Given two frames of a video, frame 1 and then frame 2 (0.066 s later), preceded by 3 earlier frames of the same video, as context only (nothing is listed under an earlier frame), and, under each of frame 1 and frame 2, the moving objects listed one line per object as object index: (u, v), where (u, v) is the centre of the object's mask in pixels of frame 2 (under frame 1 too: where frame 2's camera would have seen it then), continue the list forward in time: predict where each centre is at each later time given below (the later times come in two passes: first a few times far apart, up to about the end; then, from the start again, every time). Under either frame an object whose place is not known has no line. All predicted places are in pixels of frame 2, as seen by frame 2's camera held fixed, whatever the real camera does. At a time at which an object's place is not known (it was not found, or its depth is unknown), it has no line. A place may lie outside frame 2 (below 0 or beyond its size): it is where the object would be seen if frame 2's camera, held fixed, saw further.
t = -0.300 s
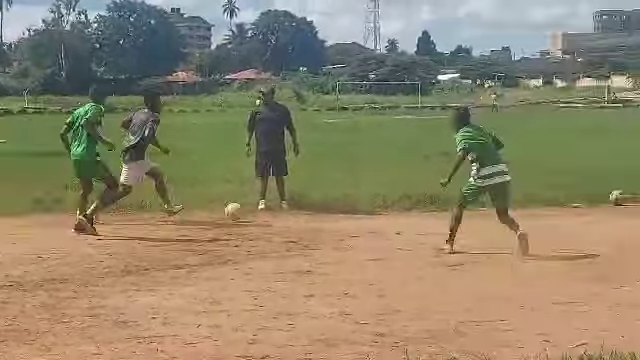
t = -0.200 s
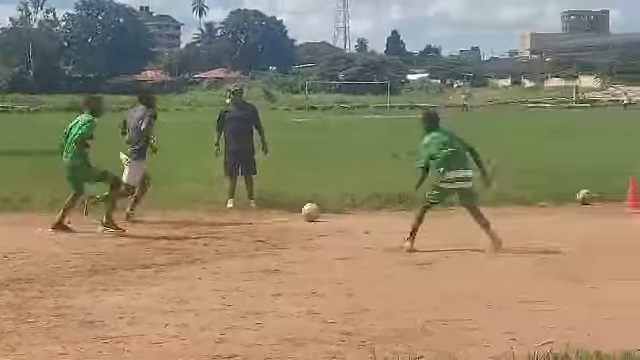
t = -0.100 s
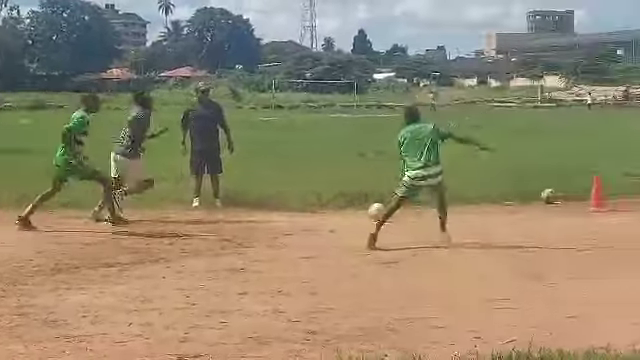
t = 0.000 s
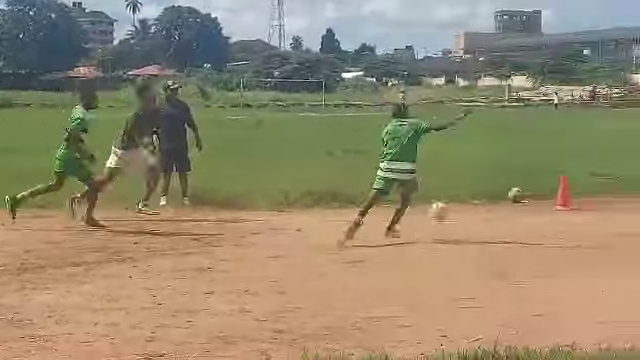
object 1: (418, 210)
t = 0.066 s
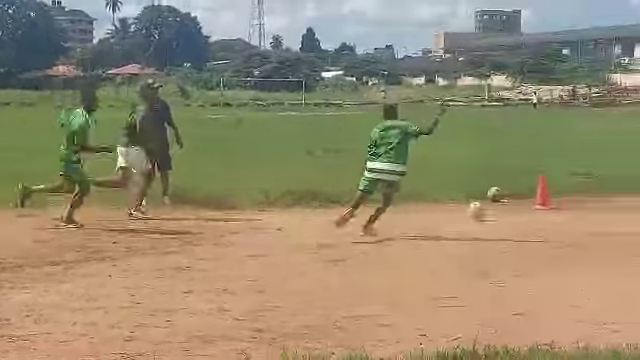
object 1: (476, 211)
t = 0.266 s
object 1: (632, 211)
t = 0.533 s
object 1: (810, 216)
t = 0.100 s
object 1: (502, 210)
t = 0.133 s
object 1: (529, 211)
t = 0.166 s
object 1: (556, 212)
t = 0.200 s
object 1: (582, 211)
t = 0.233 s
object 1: (607, 211)
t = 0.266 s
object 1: (632, 211)
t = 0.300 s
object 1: (657, 213)
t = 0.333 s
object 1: (680, 213)
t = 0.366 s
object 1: (702, 213)
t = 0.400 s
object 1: (725, 213)
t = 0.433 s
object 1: (746, 214)
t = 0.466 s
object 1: (768, 215)
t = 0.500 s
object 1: (790, 216)
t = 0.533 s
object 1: (810, 216)
